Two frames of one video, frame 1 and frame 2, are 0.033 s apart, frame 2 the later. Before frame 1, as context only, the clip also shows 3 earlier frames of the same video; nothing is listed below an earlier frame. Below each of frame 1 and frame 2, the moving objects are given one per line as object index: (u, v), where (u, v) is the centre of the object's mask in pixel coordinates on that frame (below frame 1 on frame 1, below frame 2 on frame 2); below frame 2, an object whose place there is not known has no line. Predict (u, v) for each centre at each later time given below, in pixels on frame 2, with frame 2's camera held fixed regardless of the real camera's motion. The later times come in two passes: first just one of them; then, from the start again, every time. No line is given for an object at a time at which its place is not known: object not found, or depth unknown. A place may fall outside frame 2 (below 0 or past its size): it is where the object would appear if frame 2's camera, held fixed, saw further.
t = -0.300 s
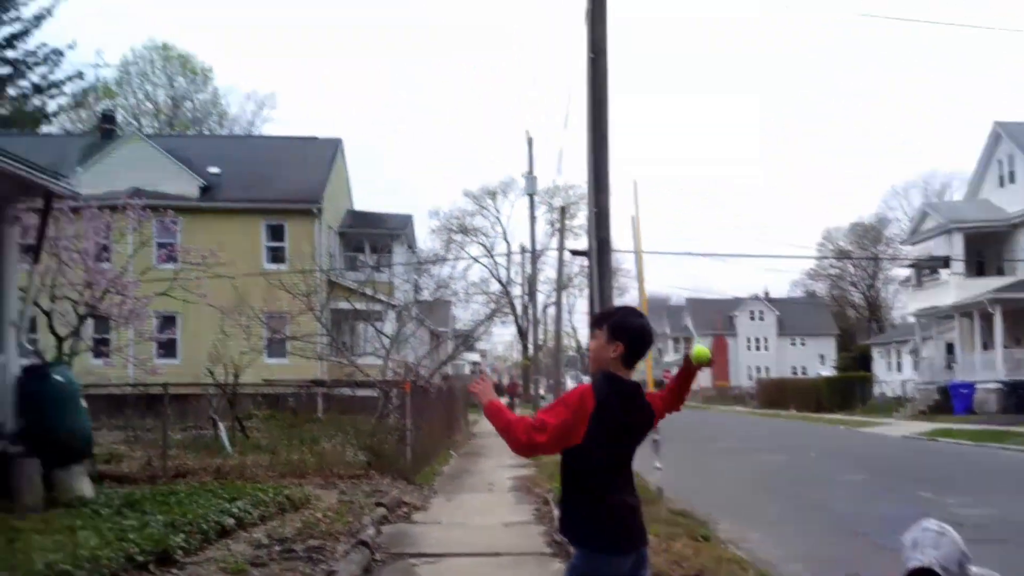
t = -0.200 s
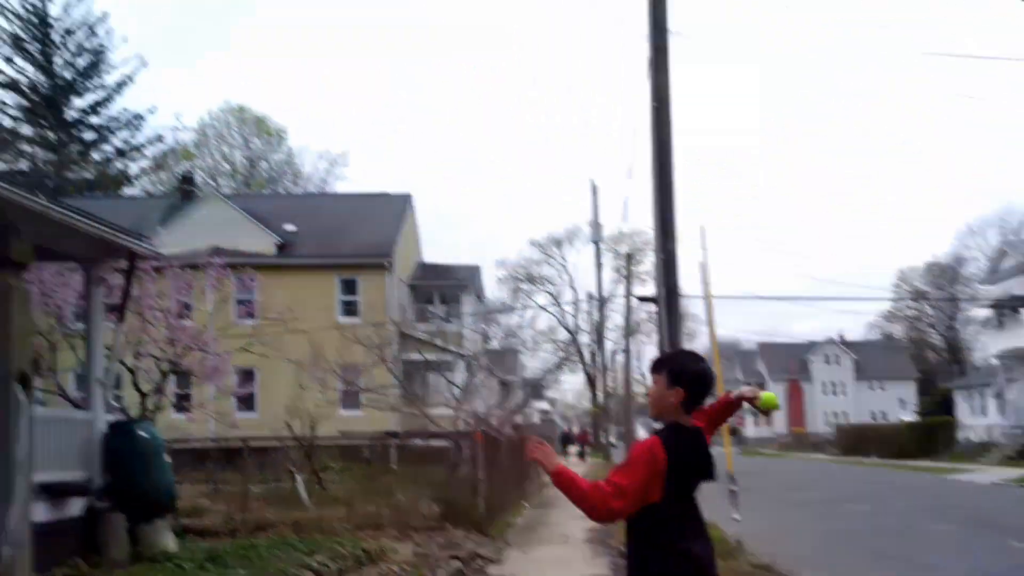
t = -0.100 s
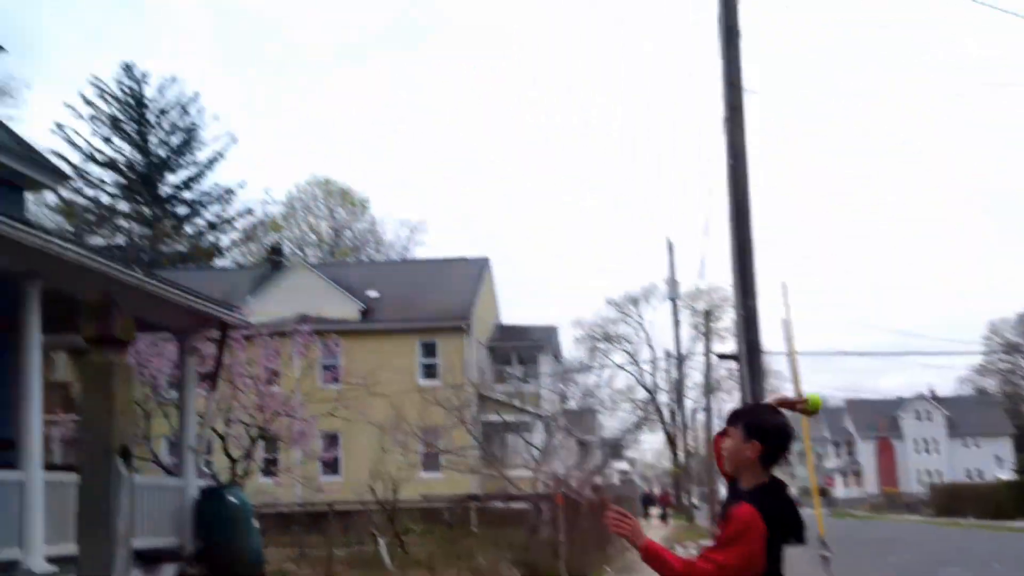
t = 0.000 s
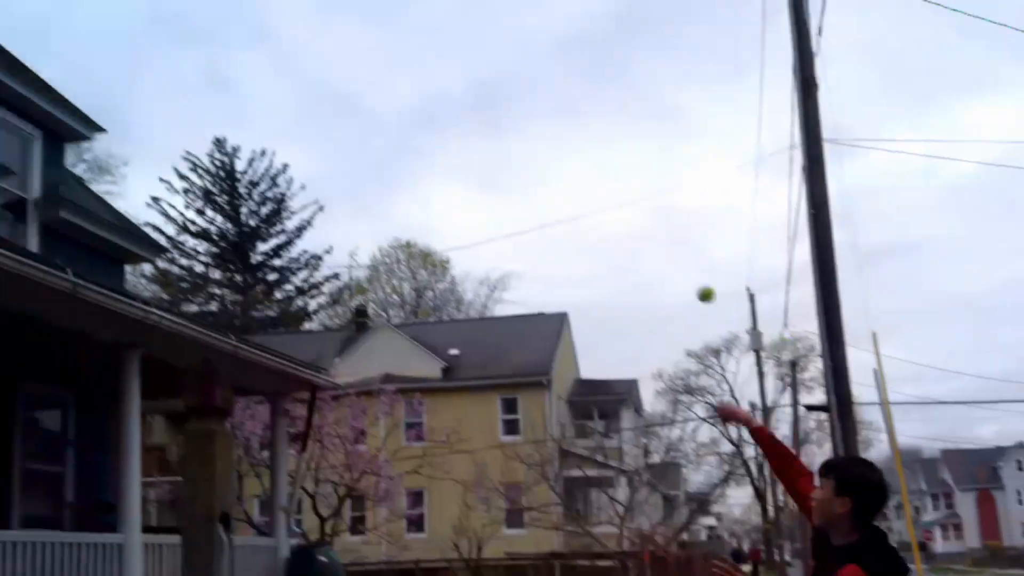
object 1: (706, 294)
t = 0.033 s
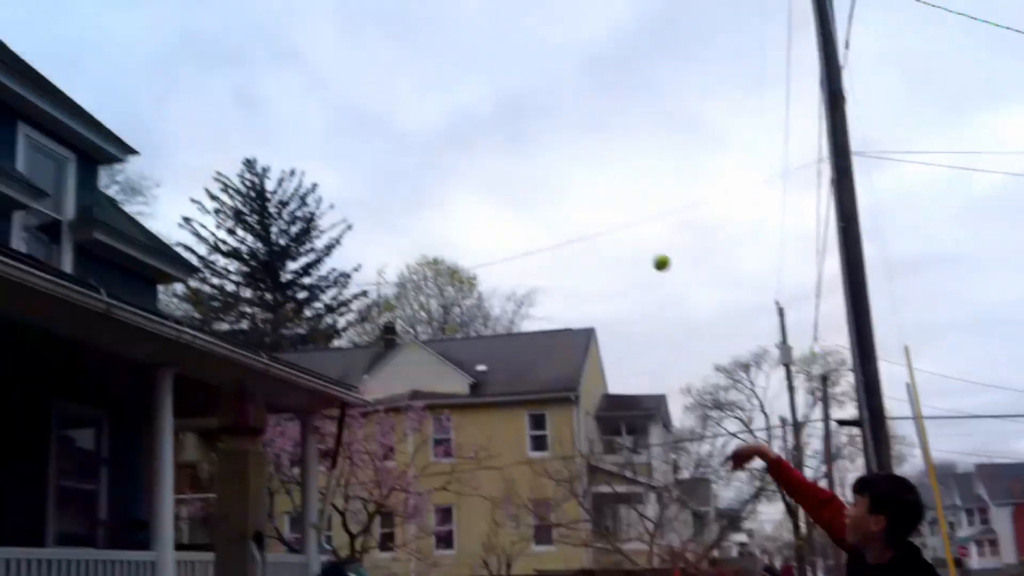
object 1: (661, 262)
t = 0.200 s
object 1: (351, 96)
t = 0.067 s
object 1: (593, 221)
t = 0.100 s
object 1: (528, 184)
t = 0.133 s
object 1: (467, 151)
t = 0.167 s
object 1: (408, 122)
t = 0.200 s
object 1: (351, 96)
